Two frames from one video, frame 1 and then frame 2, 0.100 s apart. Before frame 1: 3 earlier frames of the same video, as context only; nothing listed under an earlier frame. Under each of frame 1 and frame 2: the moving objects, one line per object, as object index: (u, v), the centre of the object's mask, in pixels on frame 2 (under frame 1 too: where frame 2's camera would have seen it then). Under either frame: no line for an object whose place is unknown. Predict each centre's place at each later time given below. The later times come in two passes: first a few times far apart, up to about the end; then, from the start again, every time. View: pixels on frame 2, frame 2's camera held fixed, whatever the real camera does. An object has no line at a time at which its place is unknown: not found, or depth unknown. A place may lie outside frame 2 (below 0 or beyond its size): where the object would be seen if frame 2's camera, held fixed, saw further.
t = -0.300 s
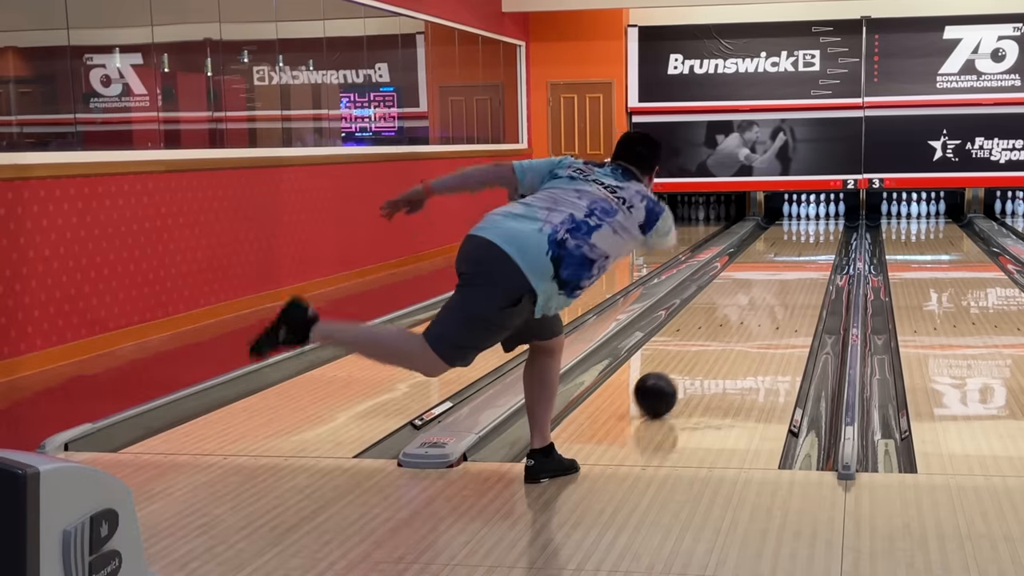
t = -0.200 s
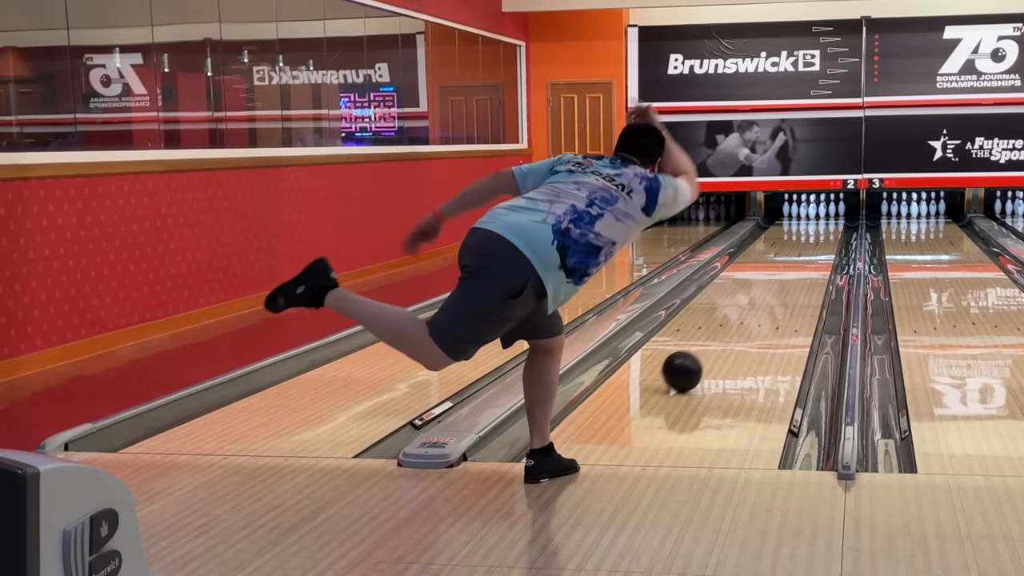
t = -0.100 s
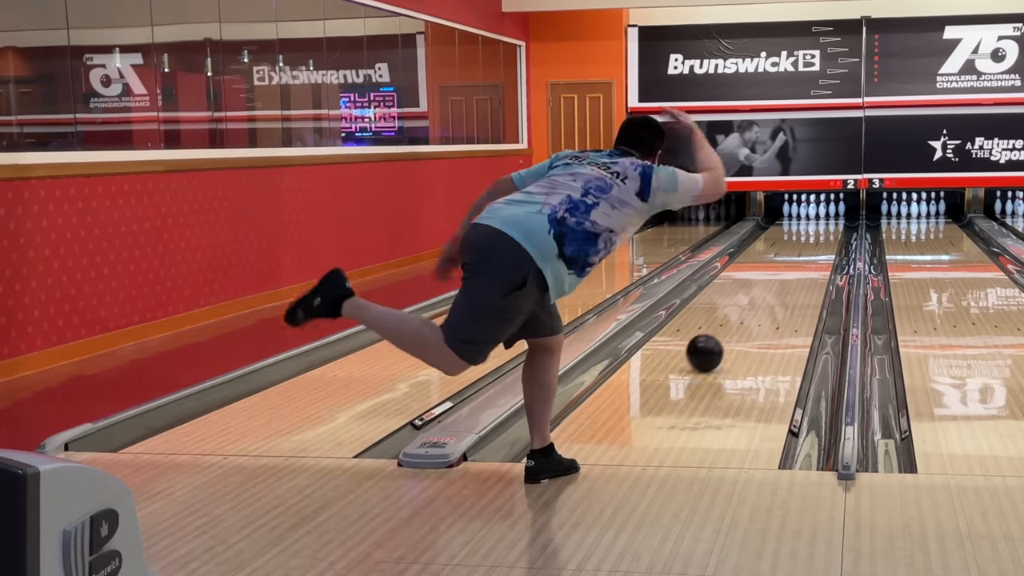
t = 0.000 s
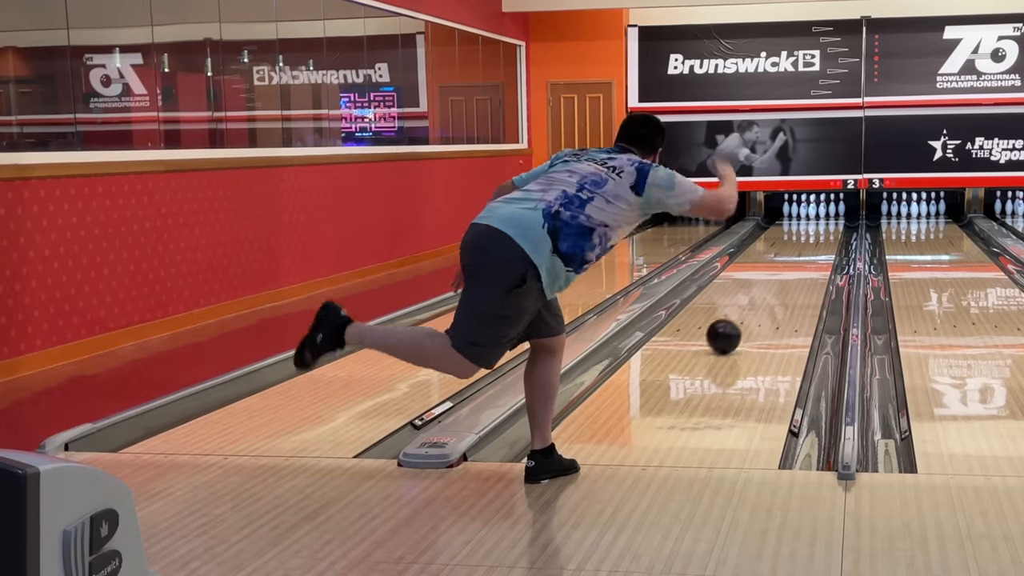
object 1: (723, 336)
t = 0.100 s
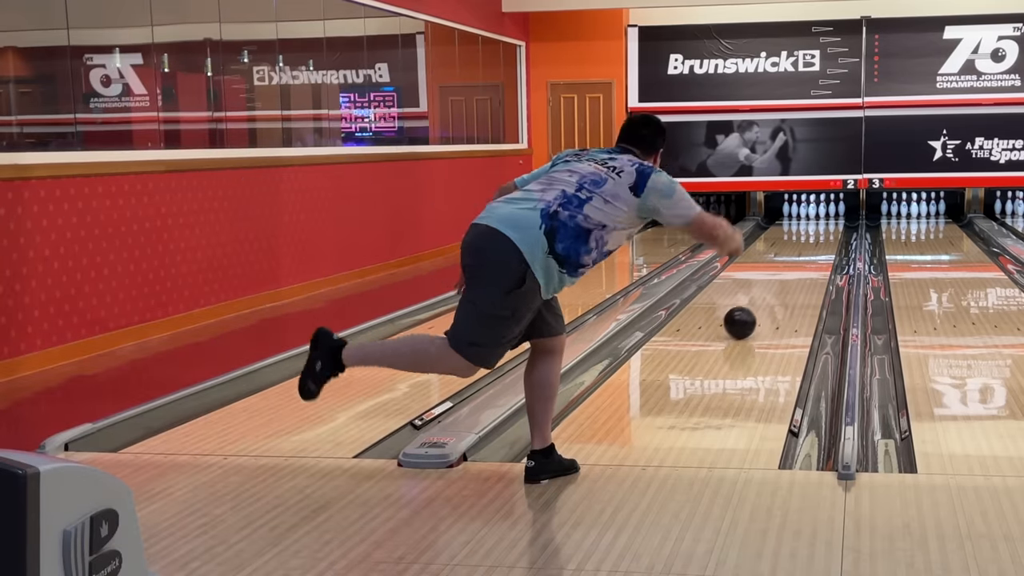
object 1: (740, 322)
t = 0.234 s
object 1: (758, 307)
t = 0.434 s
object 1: (780, 287)
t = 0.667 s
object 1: (799, 270)
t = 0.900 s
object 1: (814, 256)
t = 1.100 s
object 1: (824, 246)
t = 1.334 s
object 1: (831, 237)
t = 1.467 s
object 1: (833, 232)
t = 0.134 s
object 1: (745, 318)
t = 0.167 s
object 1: (749, 314)
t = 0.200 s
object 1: (754, 311)
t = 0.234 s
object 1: (758, 307)
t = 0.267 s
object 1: (762, 303)
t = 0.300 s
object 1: (766, 300)
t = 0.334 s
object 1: (770, 297)
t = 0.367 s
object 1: (773, 294)
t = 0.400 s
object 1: (777, 290)
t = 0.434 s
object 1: (780, 287)
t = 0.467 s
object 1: (783, 285)
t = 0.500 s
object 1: (786, 282)
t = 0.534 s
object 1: (789, 279)
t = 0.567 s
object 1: (792, 277)
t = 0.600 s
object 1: (794, 274)
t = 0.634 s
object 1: (797, 272)
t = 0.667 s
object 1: (799, 270)
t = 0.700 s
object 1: (802, 268)
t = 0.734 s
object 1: (804, 266)
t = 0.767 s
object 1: (806, 263)
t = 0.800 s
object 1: (808, 261)
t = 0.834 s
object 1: (810, 260)
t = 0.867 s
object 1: (812, 258)
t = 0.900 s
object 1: (814, 256)
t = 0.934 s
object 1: (816, 254)
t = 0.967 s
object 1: (818, 253)
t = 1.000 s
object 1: (819, 251)
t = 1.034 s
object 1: (821, 249)
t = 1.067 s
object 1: (823, 248)
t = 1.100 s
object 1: (824, 246)
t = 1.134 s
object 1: (825, 245)
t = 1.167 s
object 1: (826, 243)
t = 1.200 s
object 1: (827, 242)
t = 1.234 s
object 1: (828, 241)
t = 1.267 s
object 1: (829, 239)
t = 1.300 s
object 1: (830, 238)
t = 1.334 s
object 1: (831, 237)
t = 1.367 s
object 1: (831, 236)
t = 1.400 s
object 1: (832, 235)
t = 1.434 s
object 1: (833, 233)
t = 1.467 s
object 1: (833, 232)
